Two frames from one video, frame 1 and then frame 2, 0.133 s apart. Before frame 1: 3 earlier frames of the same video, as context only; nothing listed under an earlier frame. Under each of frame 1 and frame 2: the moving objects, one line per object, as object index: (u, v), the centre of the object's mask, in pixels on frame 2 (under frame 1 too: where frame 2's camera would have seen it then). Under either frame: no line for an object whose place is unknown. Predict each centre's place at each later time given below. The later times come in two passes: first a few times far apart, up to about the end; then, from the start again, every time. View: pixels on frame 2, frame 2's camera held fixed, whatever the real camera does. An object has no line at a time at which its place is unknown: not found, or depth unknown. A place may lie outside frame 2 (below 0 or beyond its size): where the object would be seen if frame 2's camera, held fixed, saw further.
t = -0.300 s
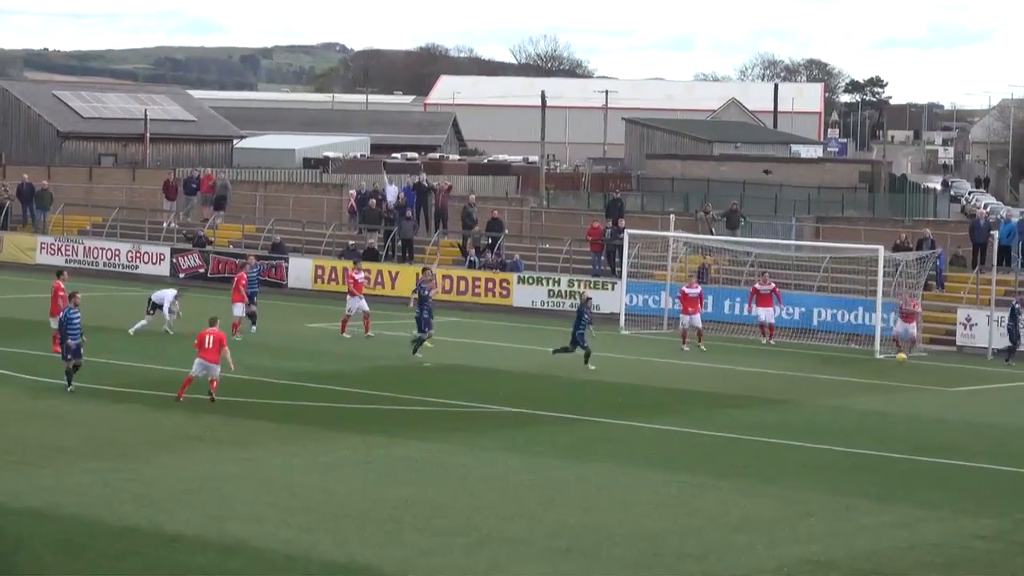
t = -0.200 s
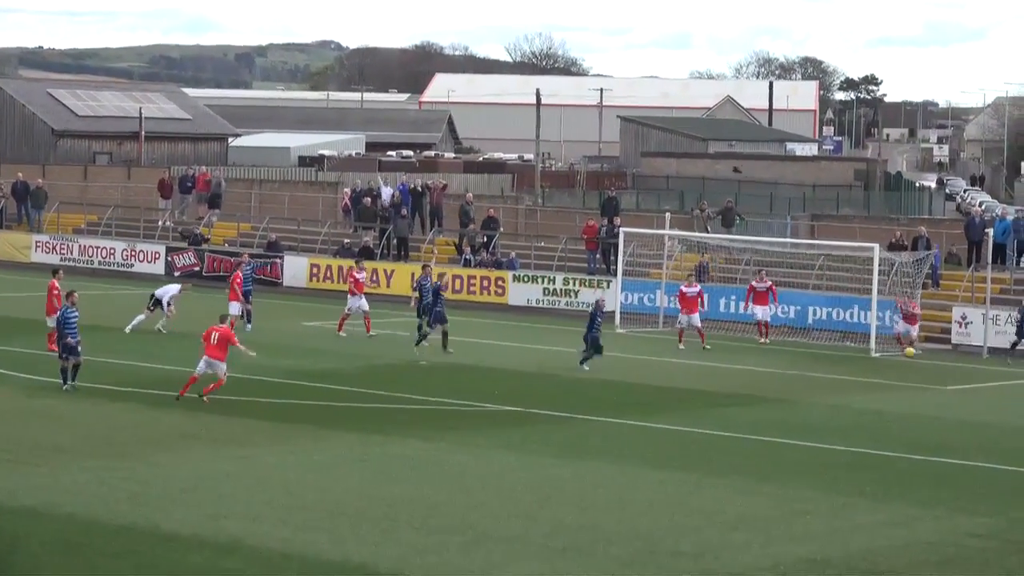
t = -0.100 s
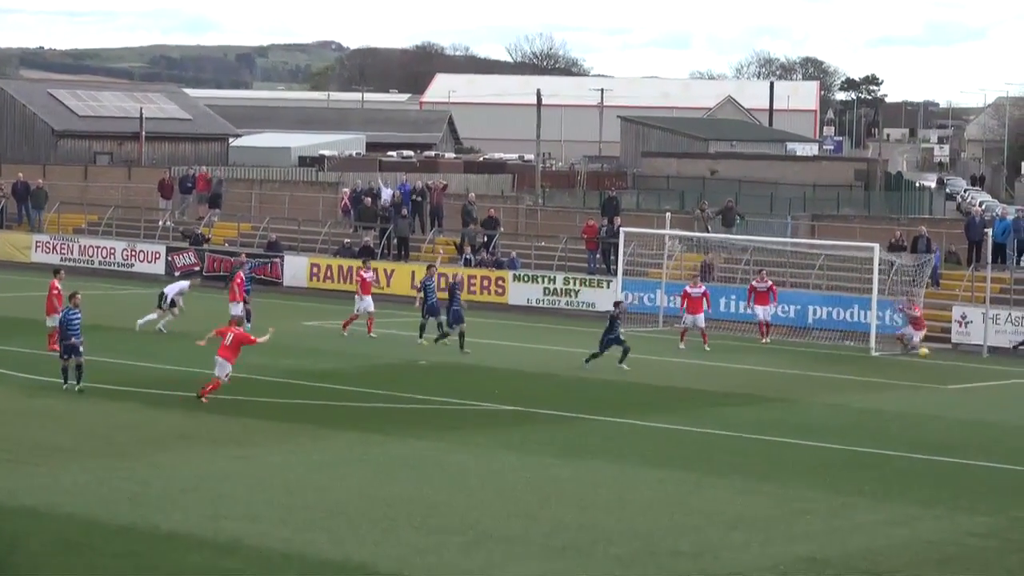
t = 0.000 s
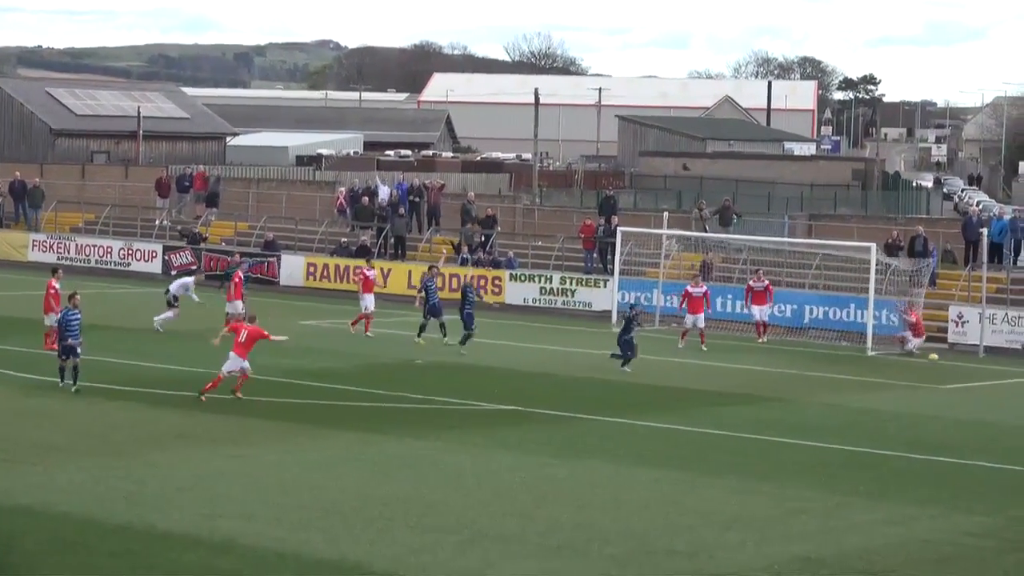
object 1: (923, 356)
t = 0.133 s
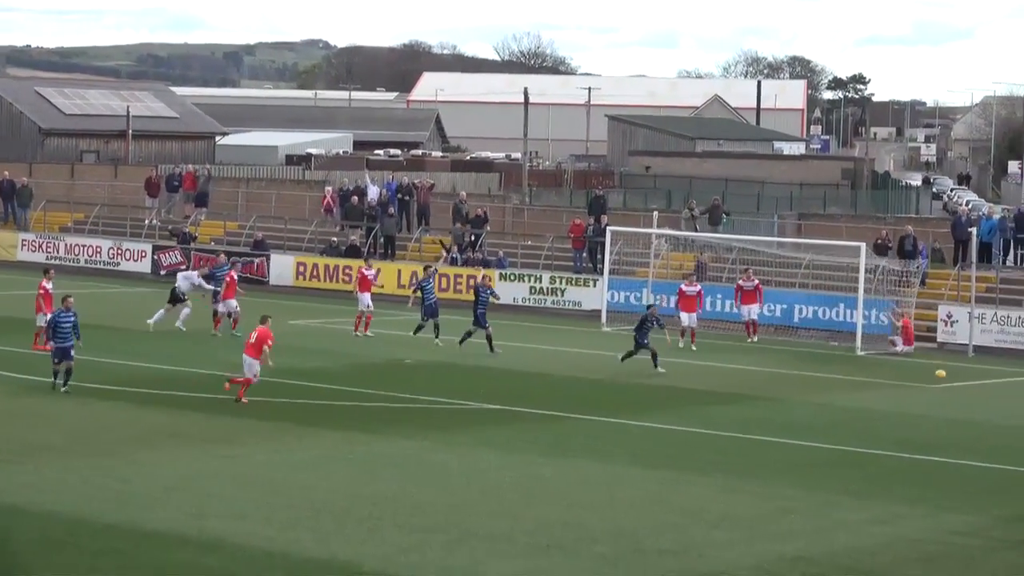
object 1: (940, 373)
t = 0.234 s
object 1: (954, 377)
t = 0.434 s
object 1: (982, 375)
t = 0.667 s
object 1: (1016, 391)
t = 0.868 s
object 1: (1044, 395)
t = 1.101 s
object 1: (1079, 402)
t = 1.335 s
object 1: (1117, 412)
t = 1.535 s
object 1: (1149, 419)
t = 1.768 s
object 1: (1188, 425)
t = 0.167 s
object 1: (945, 379)
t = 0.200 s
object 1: (950, 378)
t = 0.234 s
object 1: (954, 377)
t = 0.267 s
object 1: (958, 374)
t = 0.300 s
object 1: (963, 374)
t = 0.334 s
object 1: (967, 373)
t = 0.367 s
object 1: (973, 373)
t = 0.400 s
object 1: (978, 374)
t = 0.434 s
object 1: (982, 375)
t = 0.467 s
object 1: (986, 378)
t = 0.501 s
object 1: (991, 380)
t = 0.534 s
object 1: (996, 384)
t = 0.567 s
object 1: (1001, 386)
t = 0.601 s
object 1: (1006, 392)
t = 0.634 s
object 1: (1011, 392)
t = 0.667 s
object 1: (1016, 391)
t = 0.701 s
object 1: (1020, 390)
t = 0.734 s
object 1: (1025, 389)
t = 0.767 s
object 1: (1030, 390)
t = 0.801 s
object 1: (1036, 391)
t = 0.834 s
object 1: (1040, 392)
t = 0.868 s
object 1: (1044, 395)
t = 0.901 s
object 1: (1049, 397)
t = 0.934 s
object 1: (1054, 401)
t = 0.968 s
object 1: (1059, 402)
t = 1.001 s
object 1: (1063, 401)
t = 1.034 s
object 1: (1069, 402)
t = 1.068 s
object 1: (1075, 402)
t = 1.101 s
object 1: (1079, 402)
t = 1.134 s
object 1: (1085, 404)
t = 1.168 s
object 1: (1090, 406)
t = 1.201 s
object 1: (1095, 410)
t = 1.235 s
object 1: (1100, 410)
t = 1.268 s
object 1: (1106, 409)
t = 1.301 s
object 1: (1111, 410)
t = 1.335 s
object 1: (1117, 412)
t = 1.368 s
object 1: (1121, 414)
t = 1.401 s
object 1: (1127, 415)
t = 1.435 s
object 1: (1132, 415)
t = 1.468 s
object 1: (1138, 415)
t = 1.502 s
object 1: (1144, 416)
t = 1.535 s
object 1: (1149, 419)
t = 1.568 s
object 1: (1154, 420)
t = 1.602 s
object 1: (1159, 420)
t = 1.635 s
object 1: (1166, 421)
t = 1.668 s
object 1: (1172, 422)
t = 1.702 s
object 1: (1177, 424)
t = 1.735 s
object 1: (1182, 424)
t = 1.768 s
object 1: (1188, 425)
